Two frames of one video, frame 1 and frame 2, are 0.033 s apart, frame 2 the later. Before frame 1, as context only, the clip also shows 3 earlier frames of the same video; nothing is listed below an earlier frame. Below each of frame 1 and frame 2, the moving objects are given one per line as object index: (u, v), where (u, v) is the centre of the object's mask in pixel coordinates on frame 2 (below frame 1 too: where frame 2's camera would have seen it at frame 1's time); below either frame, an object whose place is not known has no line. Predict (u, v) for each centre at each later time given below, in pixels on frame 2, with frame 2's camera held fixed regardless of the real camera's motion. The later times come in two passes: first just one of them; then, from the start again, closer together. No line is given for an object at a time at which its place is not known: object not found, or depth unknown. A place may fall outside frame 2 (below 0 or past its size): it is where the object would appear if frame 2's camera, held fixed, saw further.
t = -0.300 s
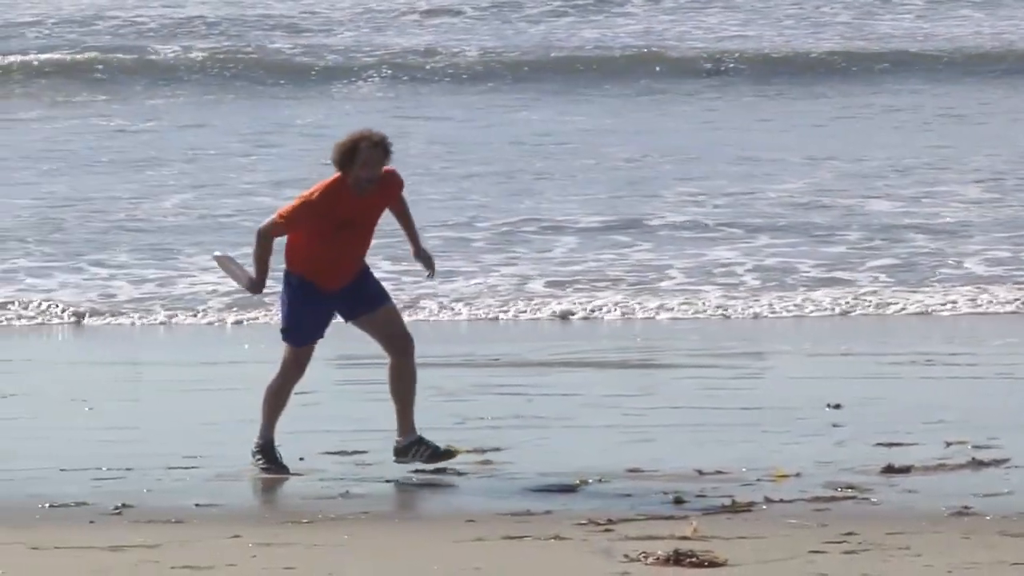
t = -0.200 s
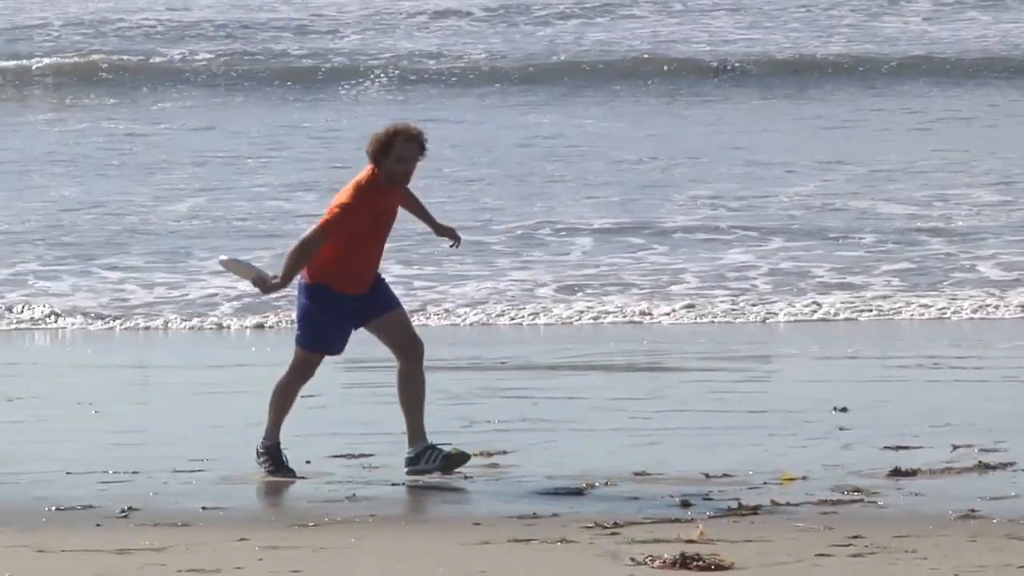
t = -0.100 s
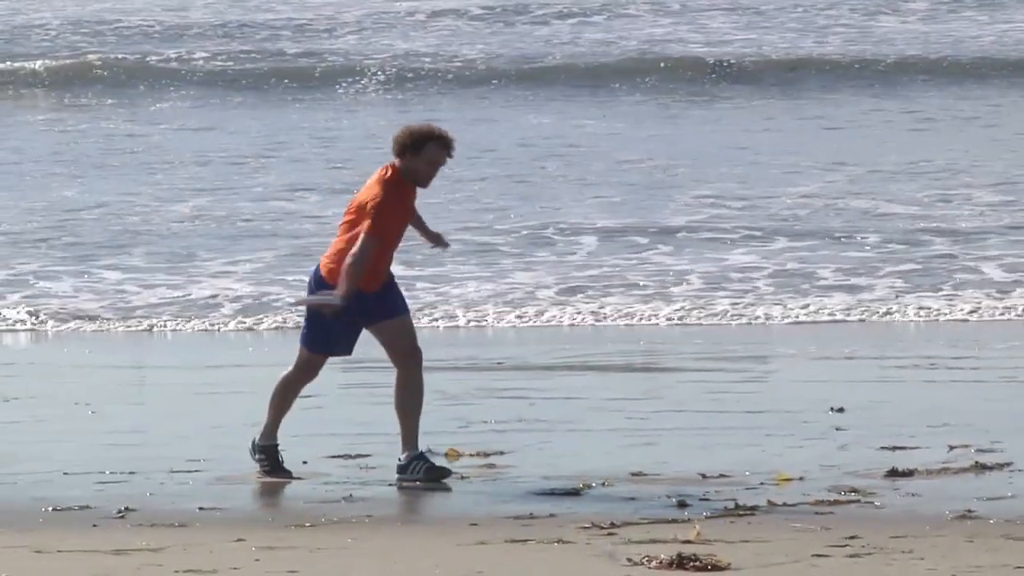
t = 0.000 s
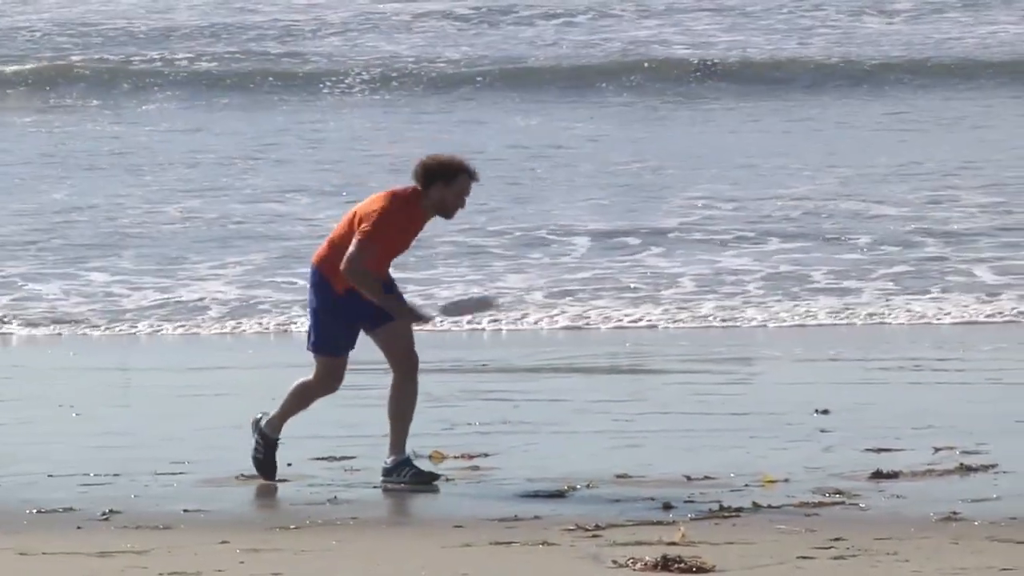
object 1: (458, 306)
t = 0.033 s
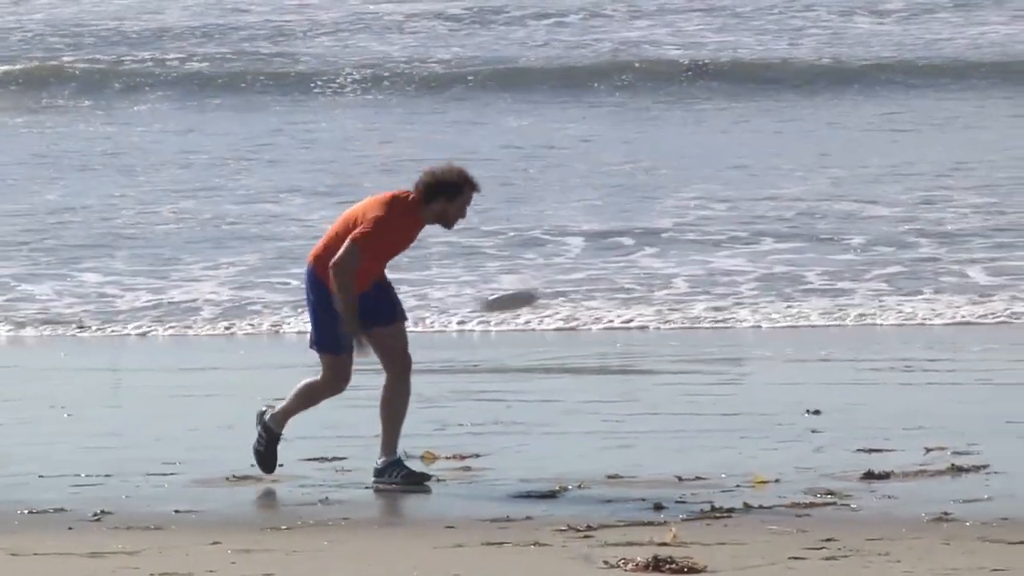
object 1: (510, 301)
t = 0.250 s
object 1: (861, 237)
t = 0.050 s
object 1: (537, 297)
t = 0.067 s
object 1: (564, 293)
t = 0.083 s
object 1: (592, 288)
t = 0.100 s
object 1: (616, 284)
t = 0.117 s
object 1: (644, 279)
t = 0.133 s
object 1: (670, 274)
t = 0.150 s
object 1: (698, 268)
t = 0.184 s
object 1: (750, 257)
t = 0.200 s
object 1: (777, 253)
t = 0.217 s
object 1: (806, 247)
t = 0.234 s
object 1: (834, 242)
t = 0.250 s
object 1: (861, 237)
